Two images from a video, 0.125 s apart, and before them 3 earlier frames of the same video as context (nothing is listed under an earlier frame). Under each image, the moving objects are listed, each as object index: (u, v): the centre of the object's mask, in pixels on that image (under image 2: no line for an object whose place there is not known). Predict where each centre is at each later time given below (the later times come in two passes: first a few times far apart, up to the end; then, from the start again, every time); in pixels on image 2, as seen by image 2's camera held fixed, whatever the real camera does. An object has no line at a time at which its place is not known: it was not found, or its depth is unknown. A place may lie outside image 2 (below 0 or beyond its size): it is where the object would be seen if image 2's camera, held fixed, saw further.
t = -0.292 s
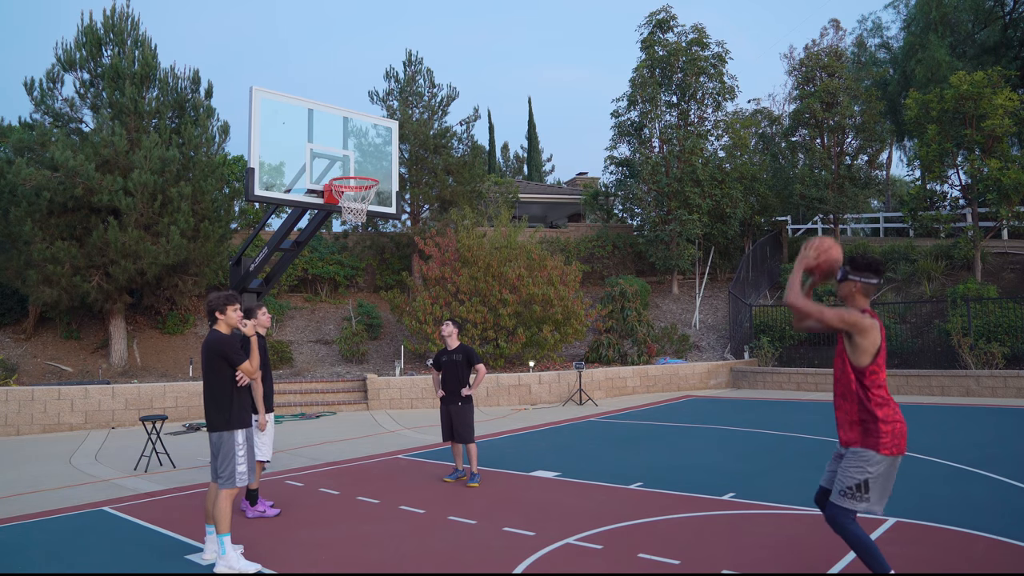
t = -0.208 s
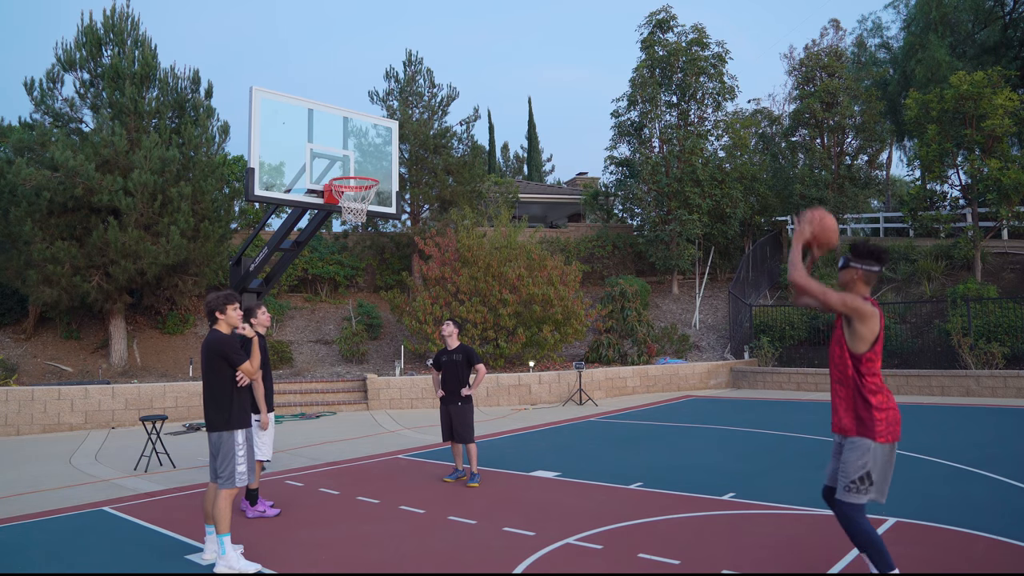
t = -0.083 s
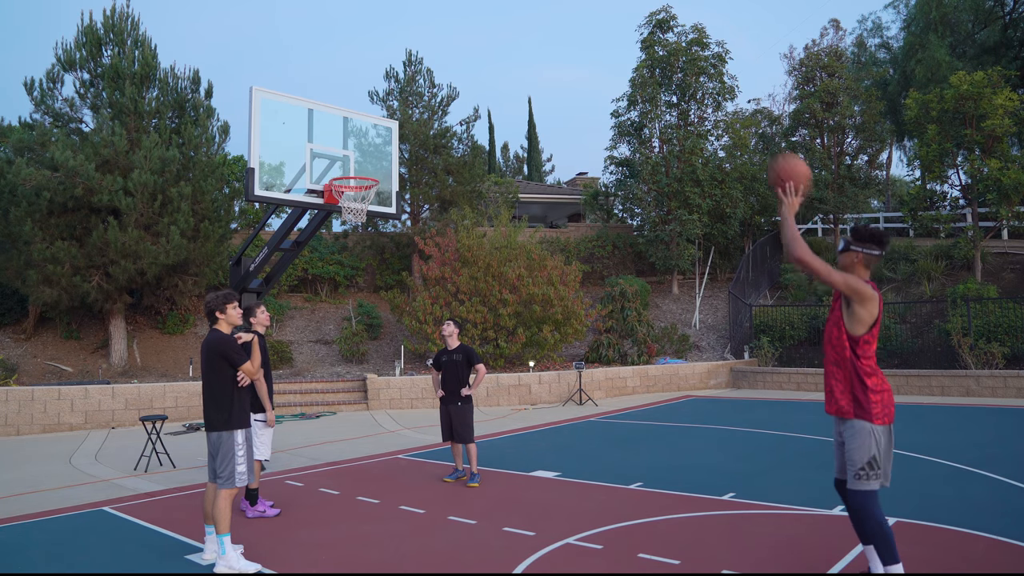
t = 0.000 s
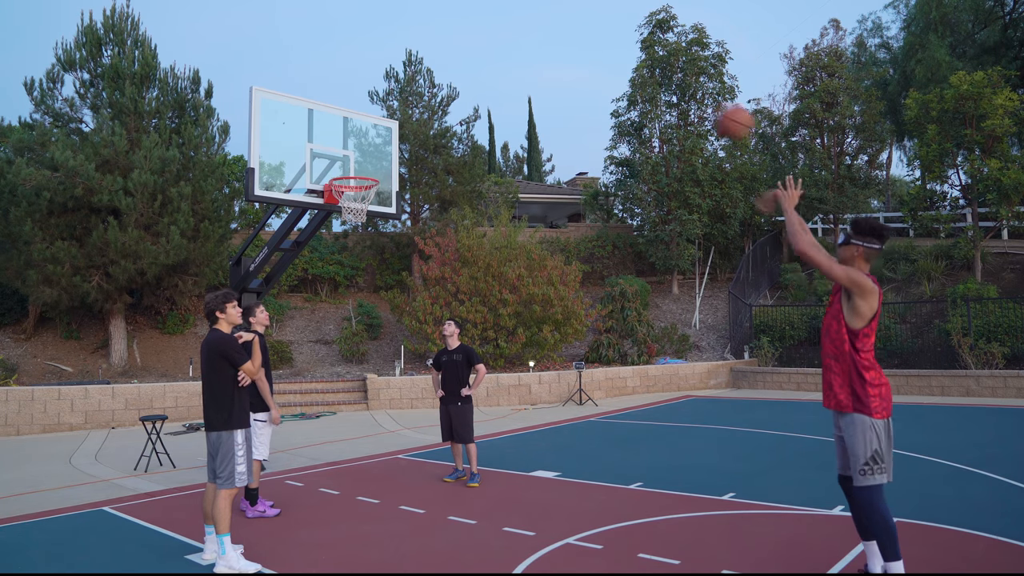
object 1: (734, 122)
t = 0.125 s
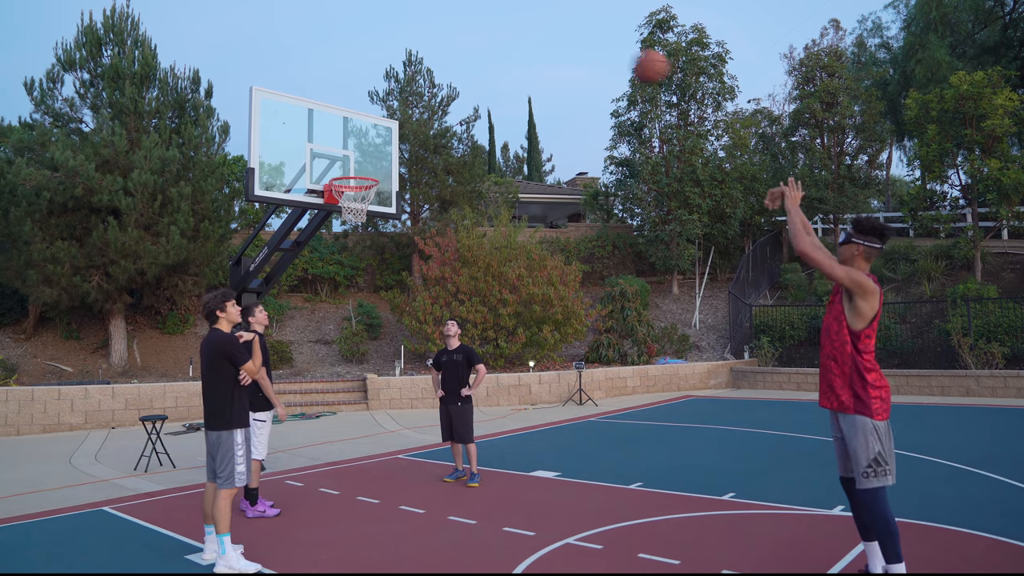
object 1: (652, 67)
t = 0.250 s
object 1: (581, 39)
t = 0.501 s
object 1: (472, 45)
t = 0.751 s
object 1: (390, 108)
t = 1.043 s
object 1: (378, 144)
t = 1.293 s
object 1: (436, 115)
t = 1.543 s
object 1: (504, 152)
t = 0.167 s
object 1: (625, 54)
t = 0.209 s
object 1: (602, 45)
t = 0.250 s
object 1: (581, 39)
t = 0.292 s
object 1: (560, 35)
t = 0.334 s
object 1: (541, 33)
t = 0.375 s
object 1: (522, 33)
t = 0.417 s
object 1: (505, 35)
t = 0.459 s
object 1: (488, 39)
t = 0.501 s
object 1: (472, 45)
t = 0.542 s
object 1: (457, 52)
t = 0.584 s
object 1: (442, 60)
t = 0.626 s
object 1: (428, 70)
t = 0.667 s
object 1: (414, 82)
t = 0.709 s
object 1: (402, 94)
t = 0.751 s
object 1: (390, 108)
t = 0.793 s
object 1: (377, 125)
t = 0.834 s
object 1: (365, 142)
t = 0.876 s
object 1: (354, 158)
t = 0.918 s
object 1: (351, 170)
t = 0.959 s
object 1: (361, 165)
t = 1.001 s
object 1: (370, 154)
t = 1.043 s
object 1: (378, 144)
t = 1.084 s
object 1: (387, 136)
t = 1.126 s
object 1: (398, 128)
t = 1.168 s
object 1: (407, 123)
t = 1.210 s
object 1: (416, 119)
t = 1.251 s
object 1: (426, 116)
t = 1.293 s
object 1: (436, 115)
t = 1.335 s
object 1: (447, 117)
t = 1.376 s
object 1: (458, 120)
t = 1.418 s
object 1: (469, 125)
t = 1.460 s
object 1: (480, 132)
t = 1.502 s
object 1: (492, 141)
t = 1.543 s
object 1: (504, 152)
